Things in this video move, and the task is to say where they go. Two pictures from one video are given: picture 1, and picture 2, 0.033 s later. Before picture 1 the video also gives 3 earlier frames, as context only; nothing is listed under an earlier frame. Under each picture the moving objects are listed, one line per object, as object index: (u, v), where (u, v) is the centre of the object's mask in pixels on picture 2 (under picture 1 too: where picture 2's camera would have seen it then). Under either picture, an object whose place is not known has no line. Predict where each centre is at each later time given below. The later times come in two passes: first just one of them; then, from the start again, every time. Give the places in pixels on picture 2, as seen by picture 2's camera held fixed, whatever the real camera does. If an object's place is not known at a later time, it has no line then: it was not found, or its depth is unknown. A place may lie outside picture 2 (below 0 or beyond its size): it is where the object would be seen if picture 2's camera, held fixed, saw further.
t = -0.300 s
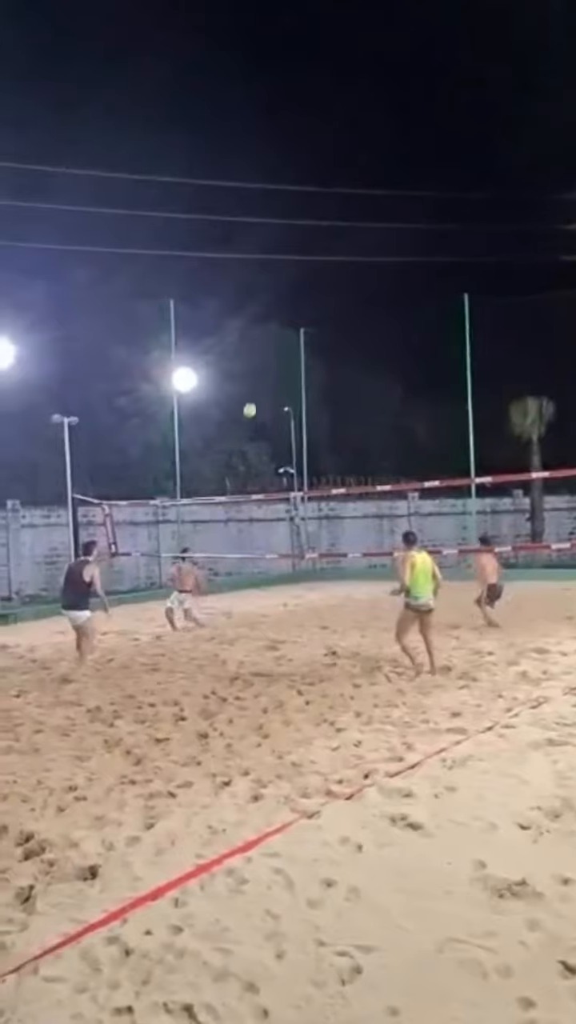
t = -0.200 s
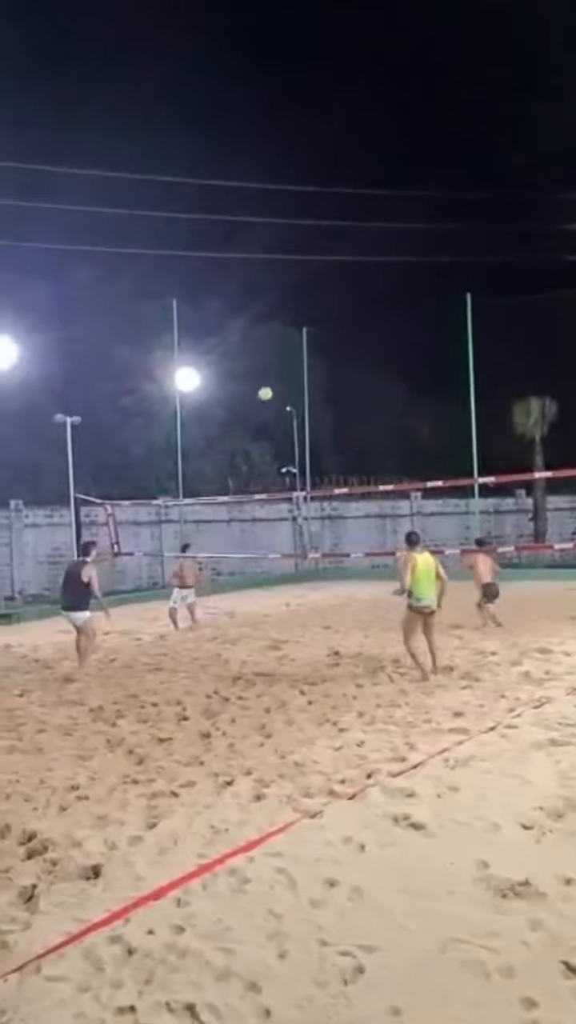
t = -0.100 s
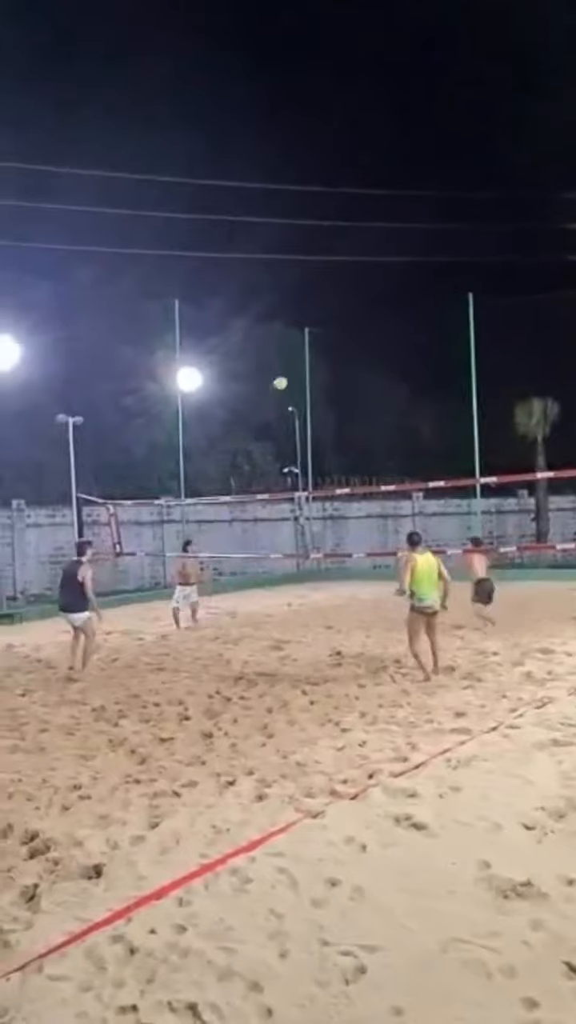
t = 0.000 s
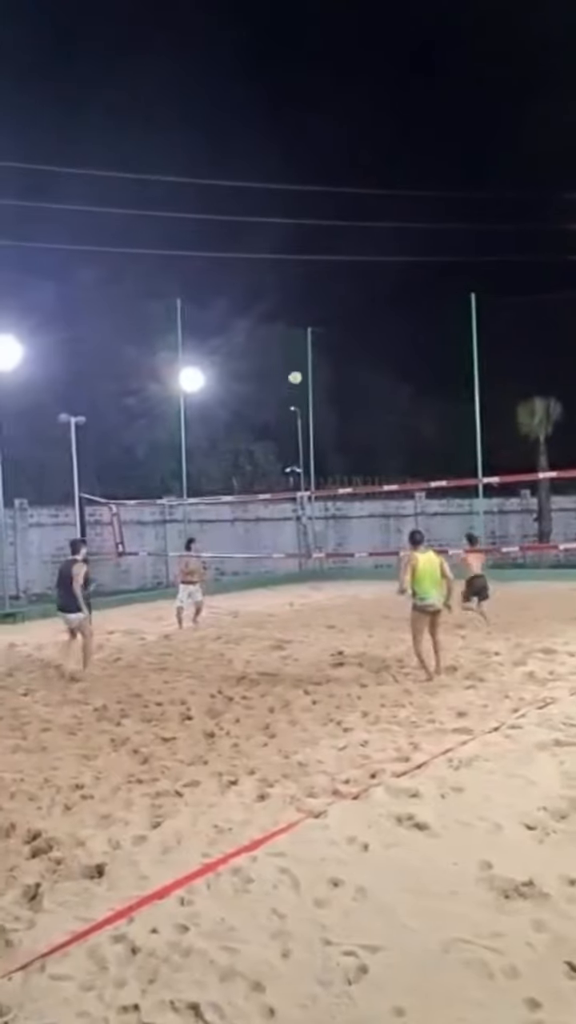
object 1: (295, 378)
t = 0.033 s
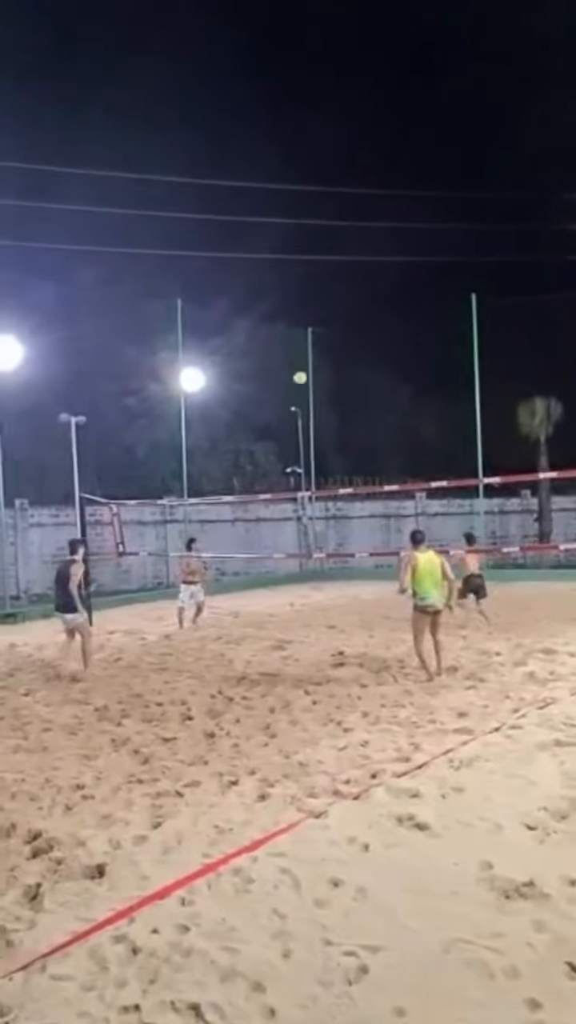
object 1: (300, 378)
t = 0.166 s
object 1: (317, 382)
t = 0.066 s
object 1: (304, 378)
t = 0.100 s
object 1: (309, 378)
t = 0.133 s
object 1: (313, 379)
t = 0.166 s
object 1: (317, 382)
